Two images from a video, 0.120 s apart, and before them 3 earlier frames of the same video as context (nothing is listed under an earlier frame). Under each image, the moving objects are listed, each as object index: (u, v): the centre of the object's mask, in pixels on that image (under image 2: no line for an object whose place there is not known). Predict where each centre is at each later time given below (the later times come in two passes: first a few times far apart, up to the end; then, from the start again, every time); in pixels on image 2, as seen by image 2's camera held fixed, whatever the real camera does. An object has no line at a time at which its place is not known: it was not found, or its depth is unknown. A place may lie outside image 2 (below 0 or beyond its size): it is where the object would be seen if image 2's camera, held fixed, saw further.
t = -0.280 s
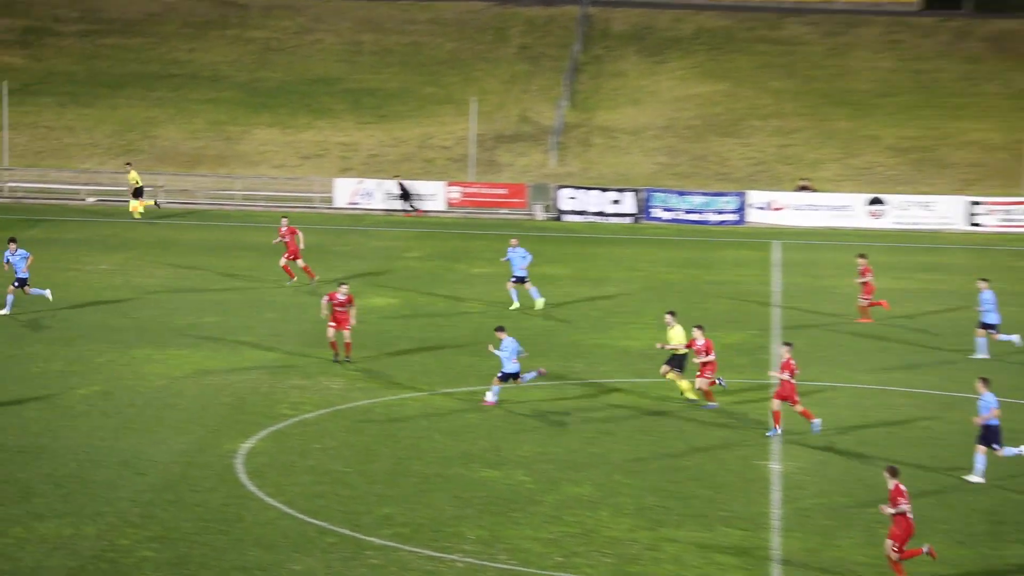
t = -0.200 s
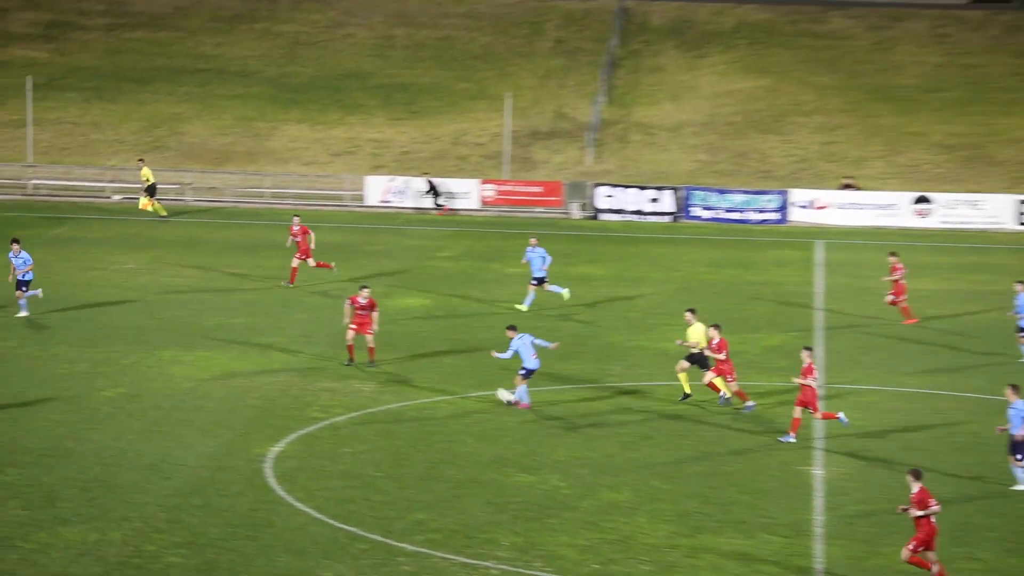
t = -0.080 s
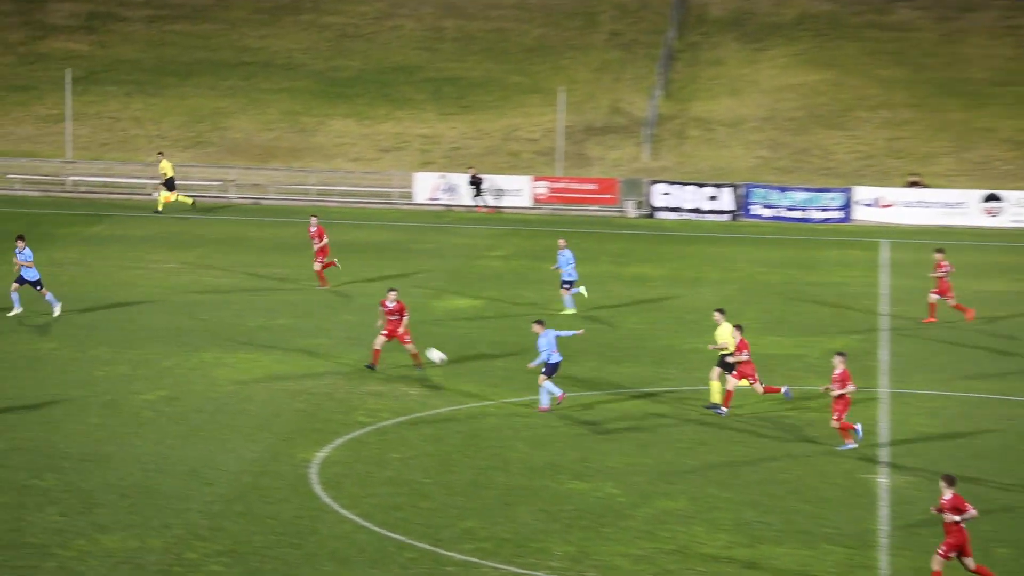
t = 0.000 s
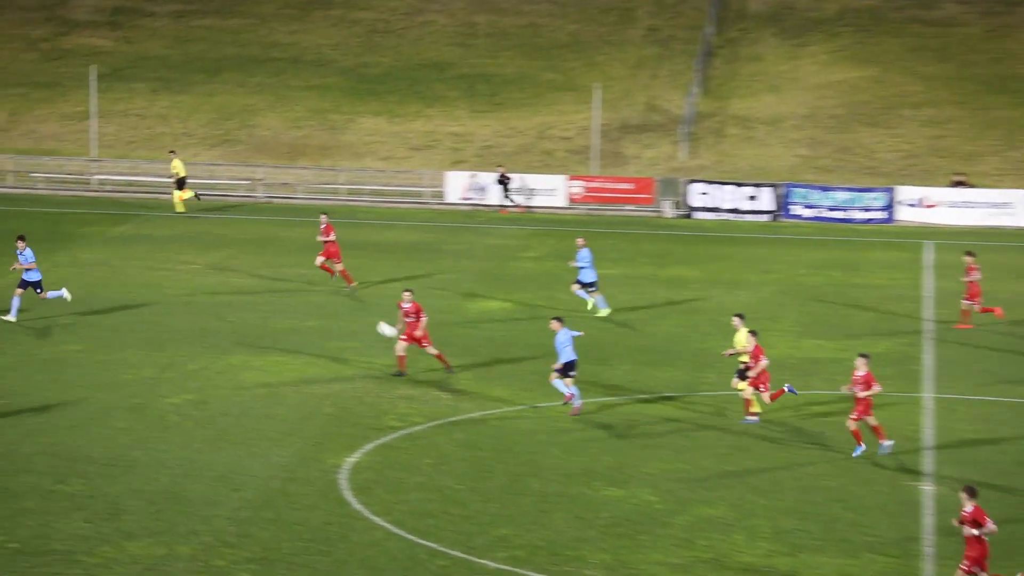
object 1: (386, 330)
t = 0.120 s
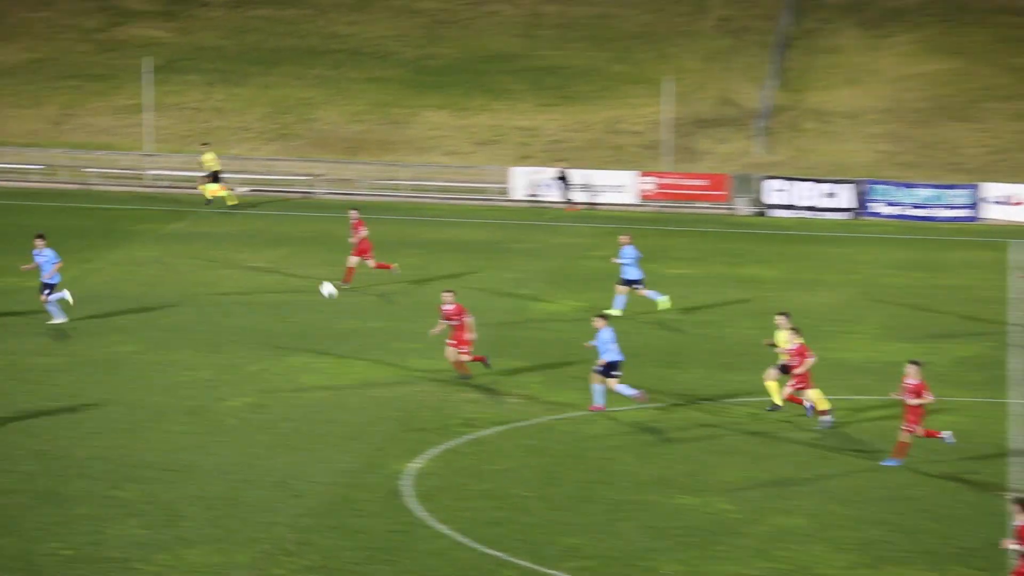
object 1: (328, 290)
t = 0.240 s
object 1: (206, 252)
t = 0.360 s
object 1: (83, 217)
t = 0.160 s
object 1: (287, 277)
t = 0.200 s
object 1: (246, 264)
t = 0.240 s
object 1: (206, 252)
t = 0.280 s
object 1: (165, 240)
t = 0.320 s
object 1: (124, 228)
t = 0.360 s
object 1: (83, 217)
